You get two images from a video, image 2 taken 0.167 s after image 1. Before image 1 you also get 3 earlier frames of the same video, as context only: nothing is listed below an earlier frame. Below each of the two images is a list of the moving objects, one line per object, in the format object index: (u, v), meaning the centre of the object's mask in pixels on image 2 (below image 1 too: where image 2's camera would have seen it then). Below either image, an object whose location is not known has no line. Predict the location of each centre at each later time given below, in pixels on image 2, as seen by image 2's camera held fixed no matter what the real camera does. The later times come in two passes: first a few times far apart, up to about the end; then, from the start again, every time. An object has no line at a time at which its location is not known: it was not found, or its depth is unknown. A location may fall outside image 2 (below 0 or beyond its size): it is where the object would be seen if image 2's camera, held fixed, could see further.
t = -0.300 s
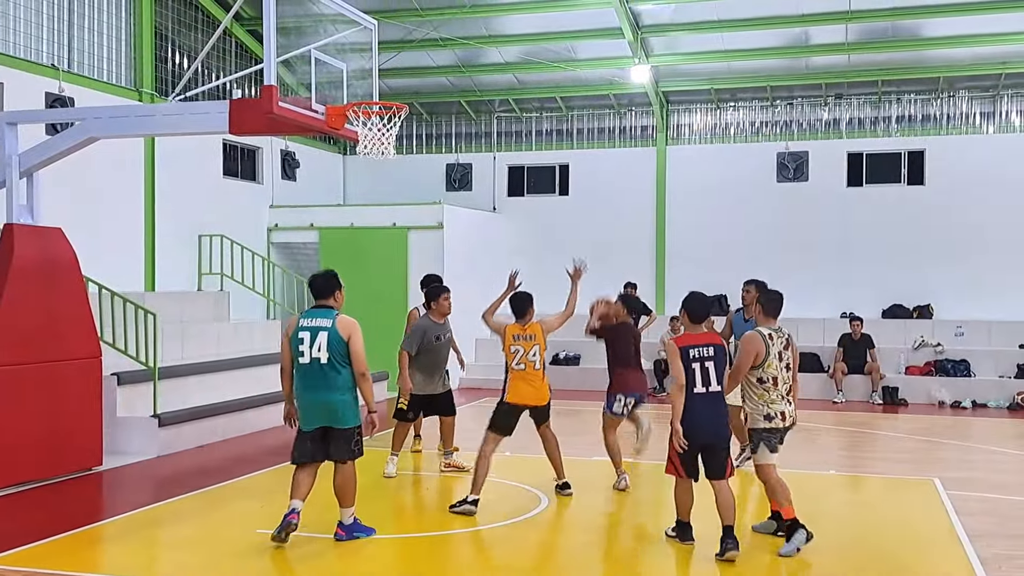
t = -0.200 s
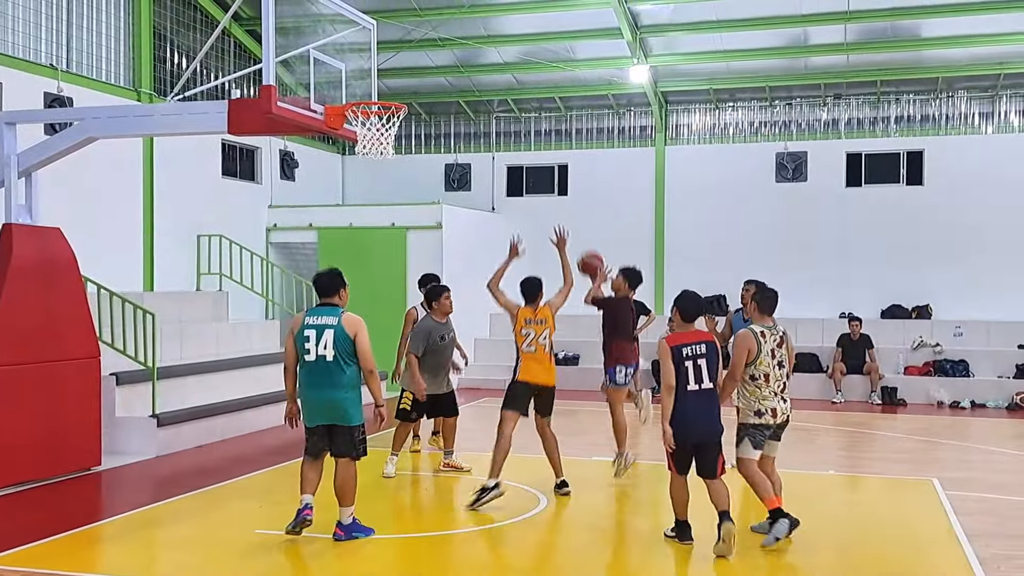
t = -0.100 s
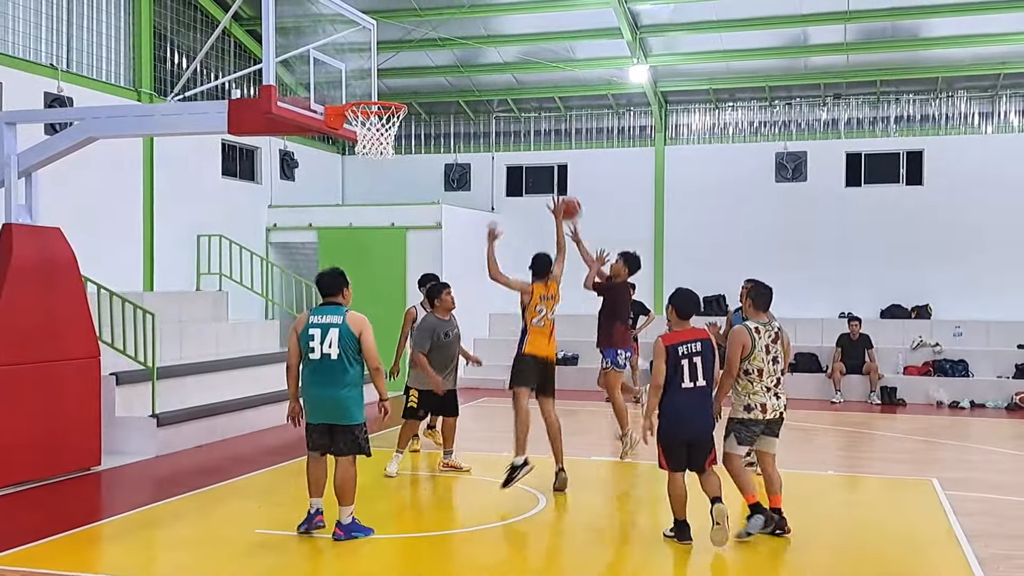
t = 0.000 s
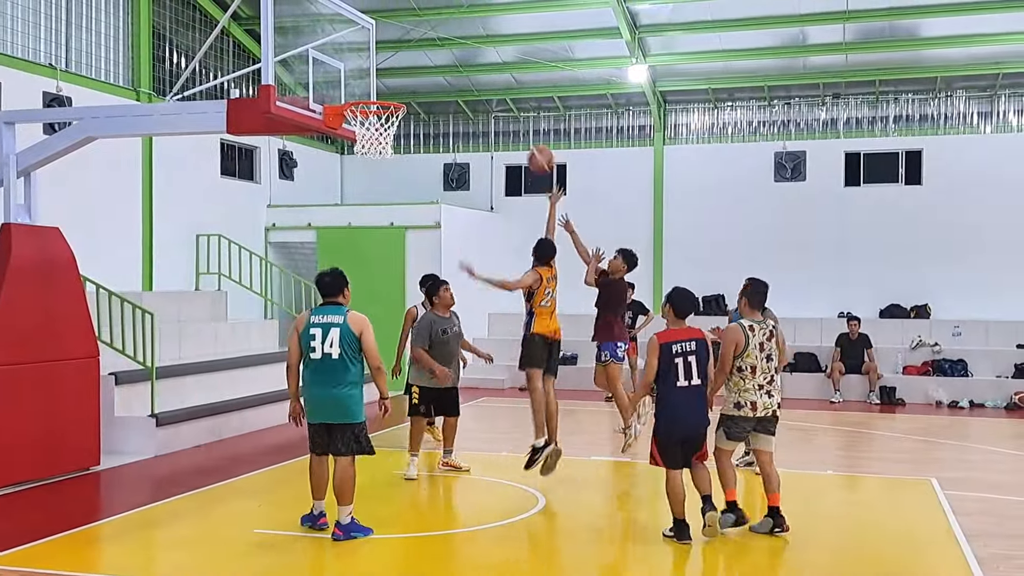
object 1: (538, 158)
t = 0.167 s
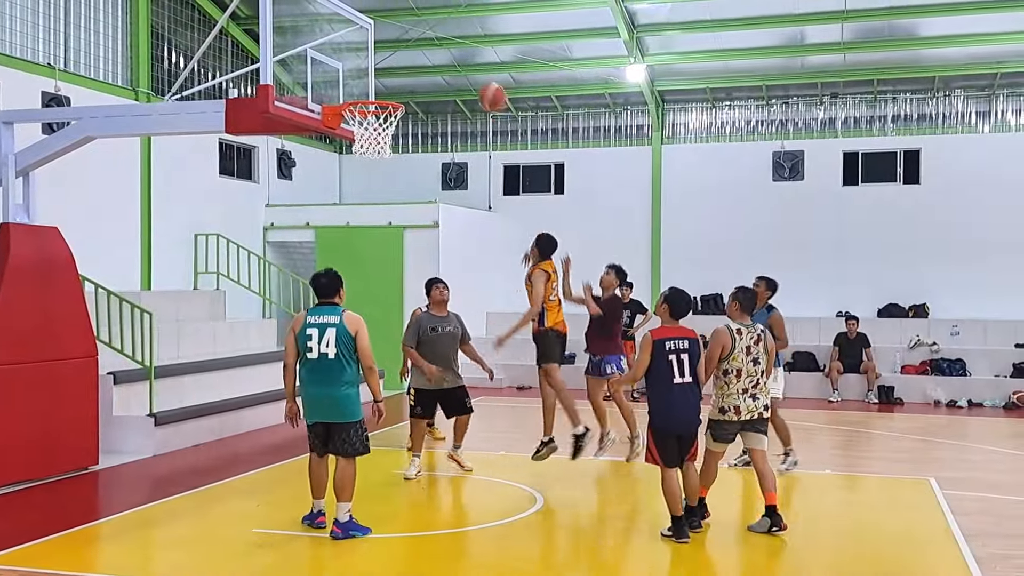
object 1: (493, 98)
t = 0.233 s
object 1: (474, 81)
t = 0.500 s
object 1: (393, 65)
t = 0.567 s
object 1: (373, 74)
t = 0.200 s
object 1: (483, 89)
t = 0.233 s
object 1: (474, 81)
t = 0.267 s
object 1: (464, 74)
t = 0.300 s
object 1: (454, 70)
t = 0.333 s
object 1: (445, 66)
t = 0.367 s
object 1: (434, 63)
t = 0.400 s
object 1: (424, 60)
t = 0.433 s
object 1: (413, 61)
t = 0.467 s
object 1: (403, 62)
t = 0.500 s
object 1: (393, 65)
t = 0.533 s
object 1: (384, 70)
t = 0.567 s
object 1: (373, 74)
